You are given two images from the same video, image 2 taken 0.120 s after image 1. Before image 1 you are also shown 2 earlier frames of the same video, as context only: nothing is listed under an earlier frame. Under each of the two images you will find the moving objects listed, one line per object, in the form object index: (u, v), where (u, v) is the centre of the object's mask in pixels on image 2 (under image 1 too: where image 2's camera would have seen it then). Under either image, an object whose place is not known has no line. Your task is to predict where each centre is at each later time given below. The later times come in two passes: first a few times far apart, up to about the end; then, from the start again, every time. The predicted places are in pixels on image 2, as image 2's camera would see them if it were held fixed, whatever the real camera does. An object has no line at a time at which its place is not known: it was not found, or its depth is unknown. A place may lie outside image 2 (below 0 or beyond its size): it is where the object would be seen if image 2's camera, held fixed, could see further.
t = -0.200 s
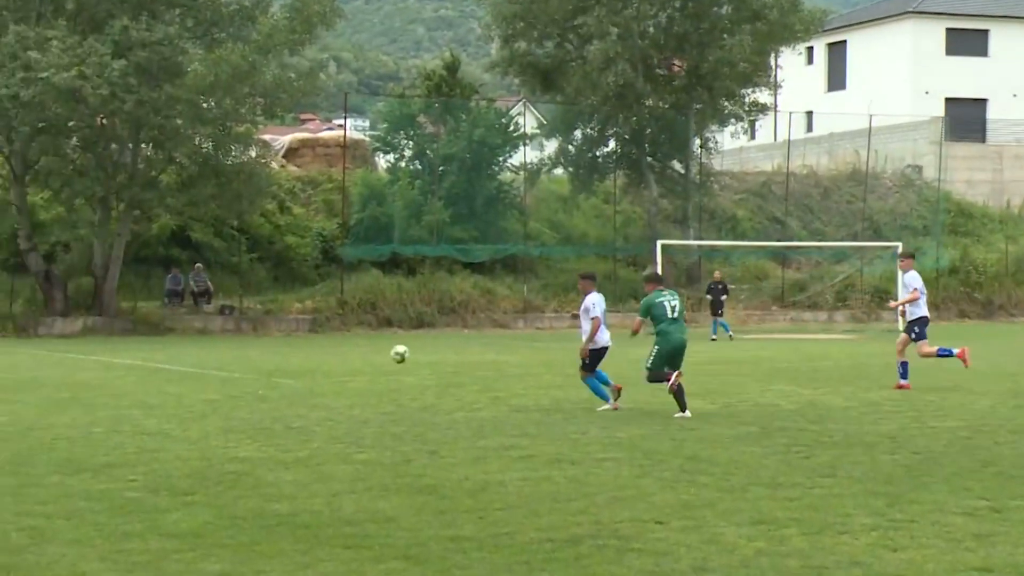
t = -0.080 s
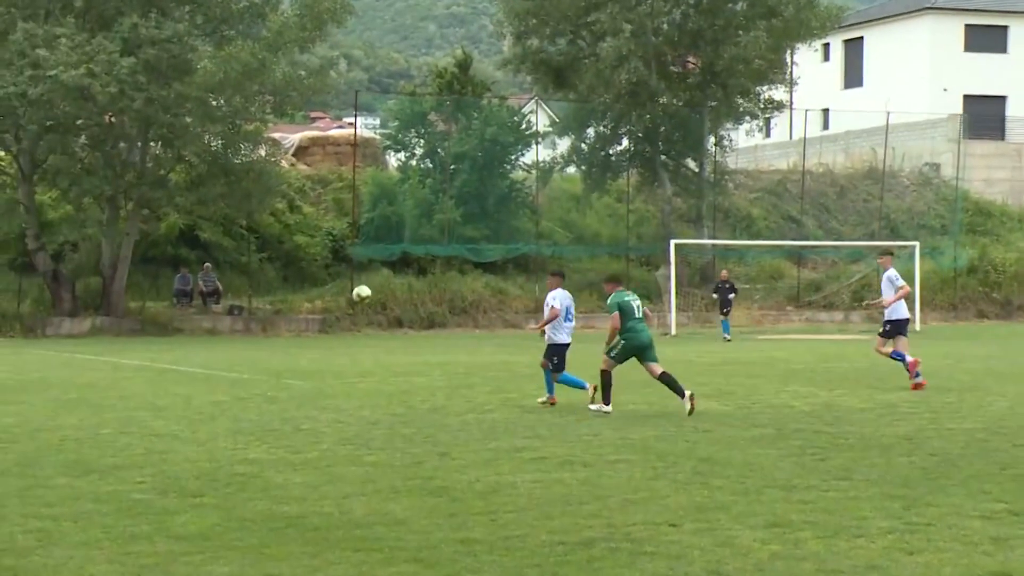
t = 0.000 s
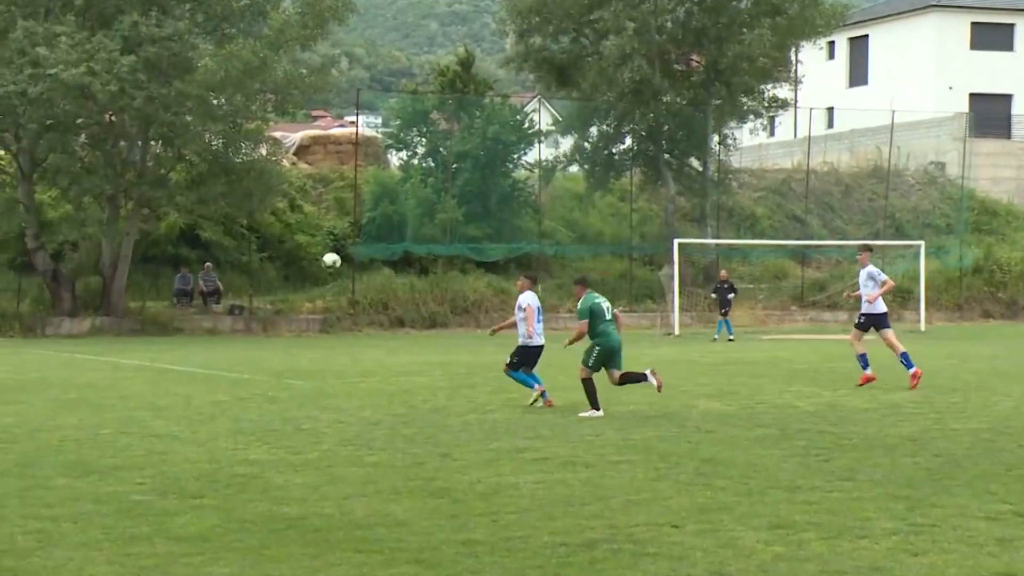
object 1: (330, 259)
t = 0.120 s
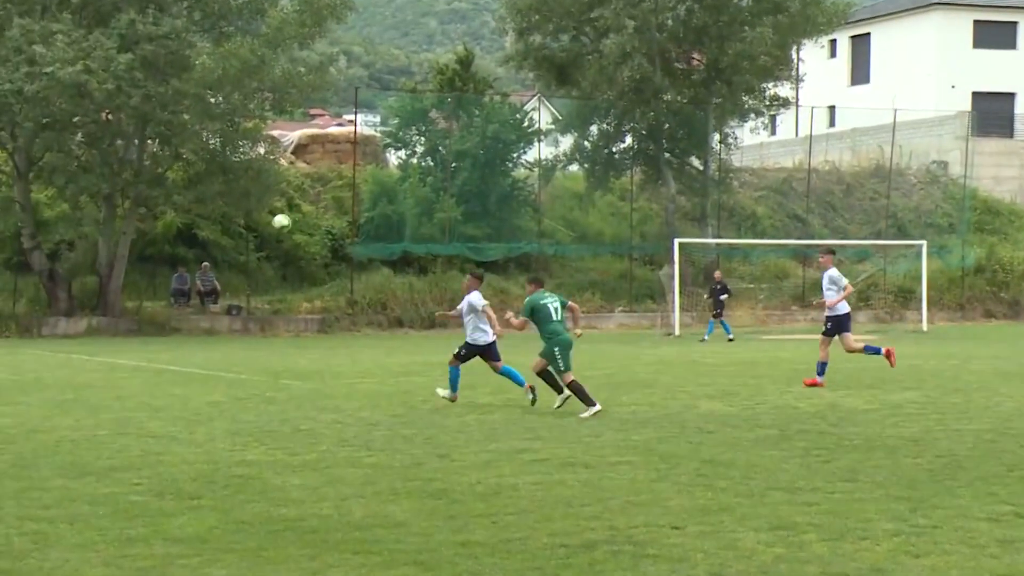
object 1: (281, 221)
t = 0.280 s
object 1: (219, 190)
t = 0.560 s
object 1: (118, 190)
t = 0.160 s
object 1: (265, 212)
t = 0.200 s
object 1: (249, 204)
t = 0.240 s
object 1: (234, 196)
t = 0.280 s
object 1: (219, 190)
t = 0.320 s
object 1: (202, 186)
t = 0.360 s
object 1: (187, 184)
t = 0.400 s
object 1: (173, 182)
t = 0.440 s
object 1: (157, 181)
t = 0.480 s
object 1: (147, 182)
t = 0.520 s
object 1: (134, 185)
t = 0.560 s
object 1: (118, 190)
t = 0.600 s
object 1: (100, 193)
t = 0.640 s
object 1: (84, 199)
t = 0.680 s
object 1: (70, 204)
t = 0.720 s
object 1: (58, 214)
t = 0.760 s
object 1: (45, 224)
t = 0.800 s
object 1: (33, 235)
